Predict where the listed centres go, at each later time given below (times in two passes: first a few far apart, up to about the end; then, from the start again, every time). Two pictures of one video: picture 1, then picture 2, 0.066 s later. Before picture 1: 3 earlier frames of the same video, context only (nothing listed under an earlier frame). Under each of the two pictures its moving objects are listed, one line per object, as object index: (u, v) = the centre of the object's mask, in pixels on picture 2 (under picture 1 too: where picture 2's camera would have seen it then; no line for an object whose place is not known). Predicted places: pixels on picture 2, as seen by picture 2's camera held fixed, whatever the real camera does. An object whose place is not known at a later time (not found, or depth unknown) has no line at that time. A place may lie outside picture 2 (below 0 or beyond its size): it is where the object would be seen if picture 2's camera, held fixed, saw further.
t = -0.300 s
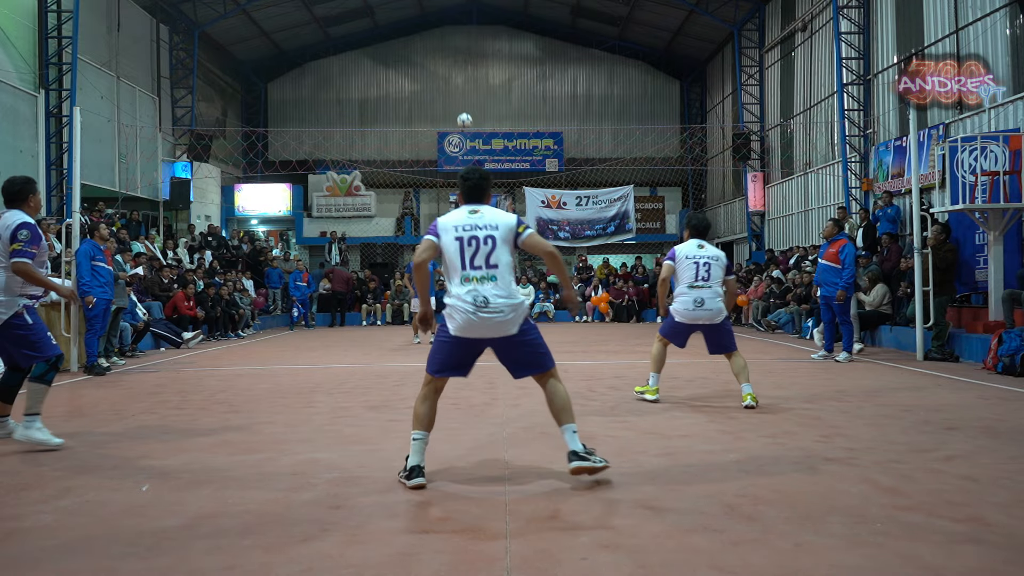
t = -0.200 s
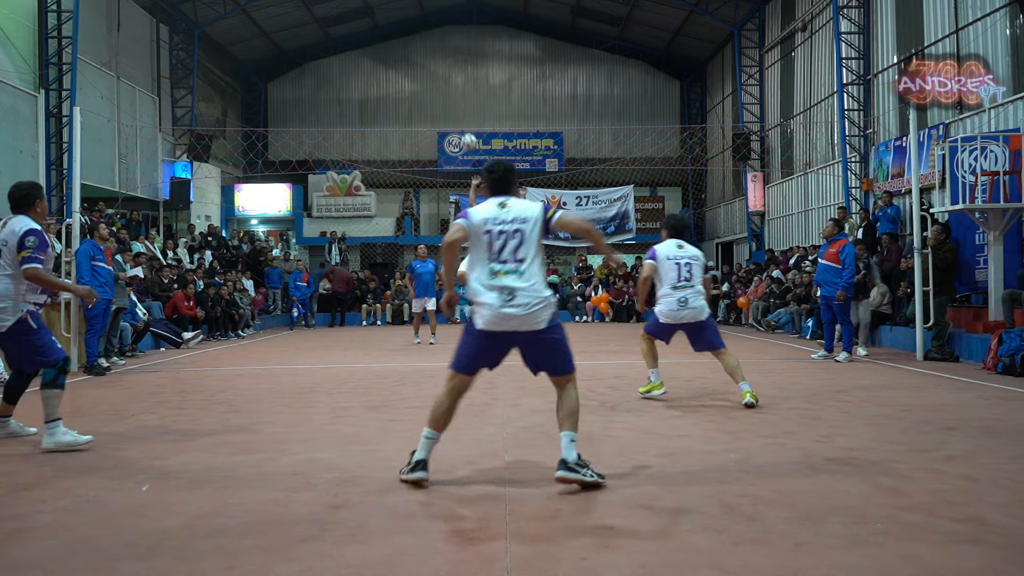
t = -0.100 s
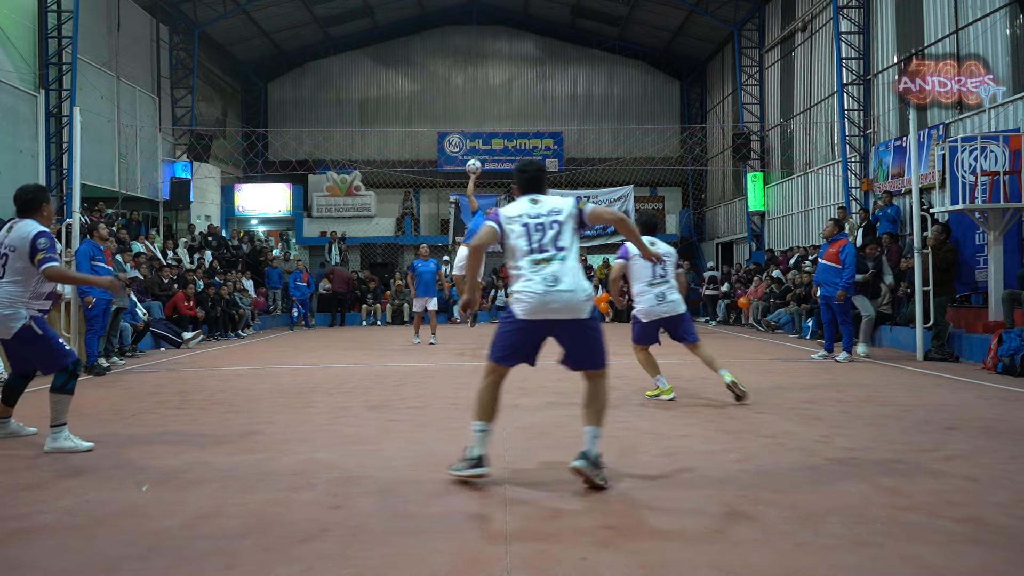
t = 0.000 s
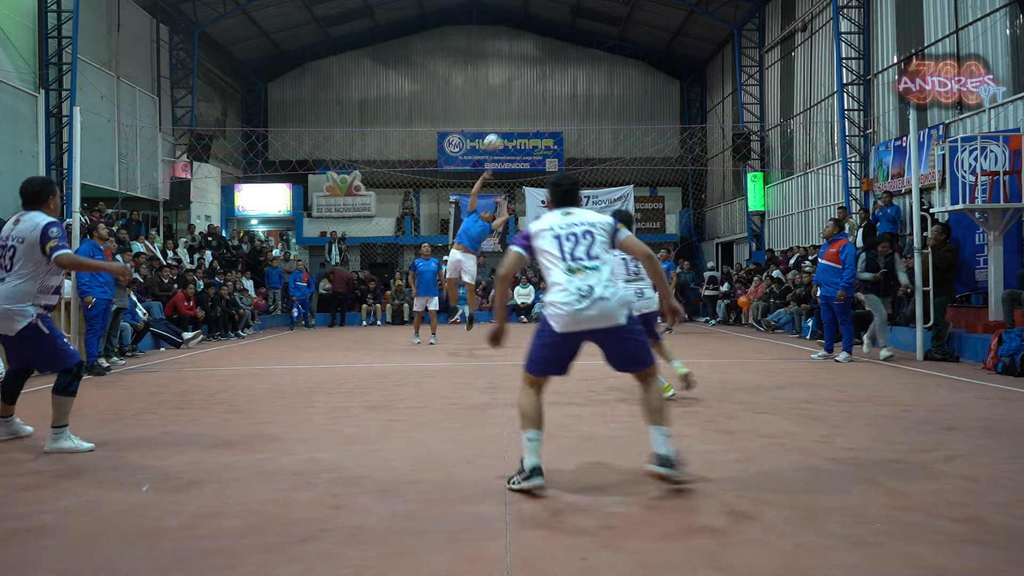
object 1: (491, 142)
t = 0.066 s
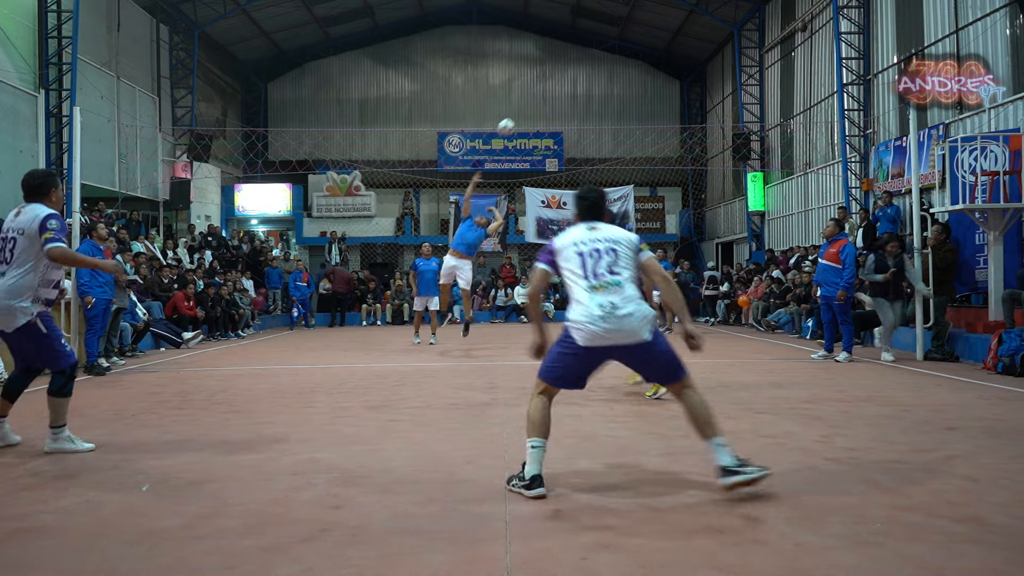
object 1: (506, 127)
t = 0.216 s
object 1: (540, 103)
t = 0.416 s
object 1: (593, 94)
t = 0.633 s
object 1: (659, 126)
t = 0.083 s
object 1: (509, 122)
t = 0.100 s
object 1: (513, 120)
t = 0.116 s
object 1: (517, 117)
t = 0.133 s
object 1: (521, 114)
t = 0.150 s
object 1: (525, 112)
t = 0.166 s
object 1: (529, 110)
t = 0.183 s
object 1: (533, 107)
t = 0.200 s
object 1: (537, 104)
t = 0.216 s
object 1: (540, 103)
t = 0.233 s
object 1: (545, 101)
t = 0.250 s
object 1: (548, 99)
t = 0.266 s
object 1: (553, 97)
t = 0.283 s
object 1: (557, 97)
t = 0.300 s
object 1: (562, 96)
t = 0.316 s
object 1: (566, 95)
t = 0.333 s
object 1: (570, 94)
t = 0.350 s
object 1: (575, 94)
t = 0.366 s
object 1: (579, 94)
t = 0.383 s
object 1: (584, 94)
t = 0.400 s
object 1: (588, 95)
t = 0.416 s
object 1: (593, 94)
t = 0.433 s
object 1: (598, 96)
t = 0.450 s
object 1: (602, 97)
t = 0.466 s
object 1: (607, 98)
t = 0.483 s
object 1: (612, 100)
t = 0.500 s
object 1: (617, 102)
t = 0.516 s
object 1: (622, 104)
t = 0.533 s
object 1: (627, 106)
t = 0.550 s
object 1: (632, 109)
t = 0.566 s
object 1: (637, 111)
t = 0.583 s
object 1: (643, 115)
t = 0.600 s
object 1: (648, 118)
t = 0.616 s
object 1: (653, 121)
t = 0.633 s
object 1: (659, 126)
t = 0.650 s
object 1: (664, 129)
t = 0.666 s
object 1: (671, 135)
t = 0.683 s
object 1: (676, 141)
